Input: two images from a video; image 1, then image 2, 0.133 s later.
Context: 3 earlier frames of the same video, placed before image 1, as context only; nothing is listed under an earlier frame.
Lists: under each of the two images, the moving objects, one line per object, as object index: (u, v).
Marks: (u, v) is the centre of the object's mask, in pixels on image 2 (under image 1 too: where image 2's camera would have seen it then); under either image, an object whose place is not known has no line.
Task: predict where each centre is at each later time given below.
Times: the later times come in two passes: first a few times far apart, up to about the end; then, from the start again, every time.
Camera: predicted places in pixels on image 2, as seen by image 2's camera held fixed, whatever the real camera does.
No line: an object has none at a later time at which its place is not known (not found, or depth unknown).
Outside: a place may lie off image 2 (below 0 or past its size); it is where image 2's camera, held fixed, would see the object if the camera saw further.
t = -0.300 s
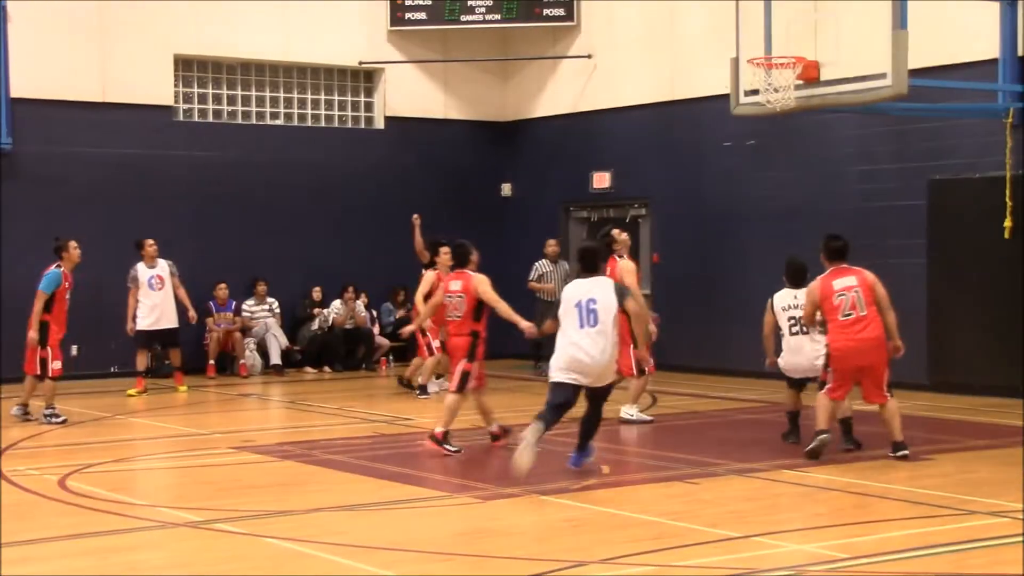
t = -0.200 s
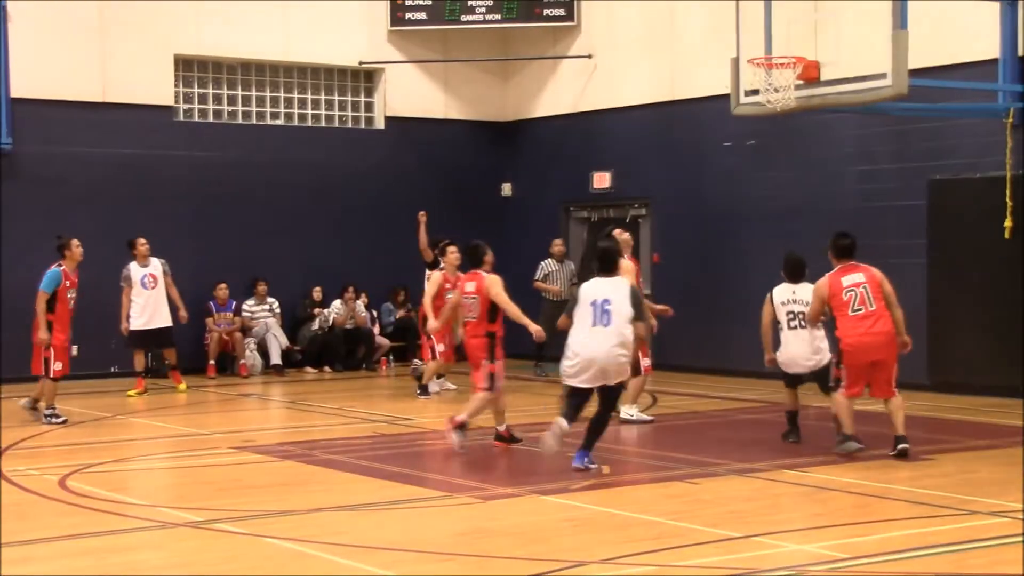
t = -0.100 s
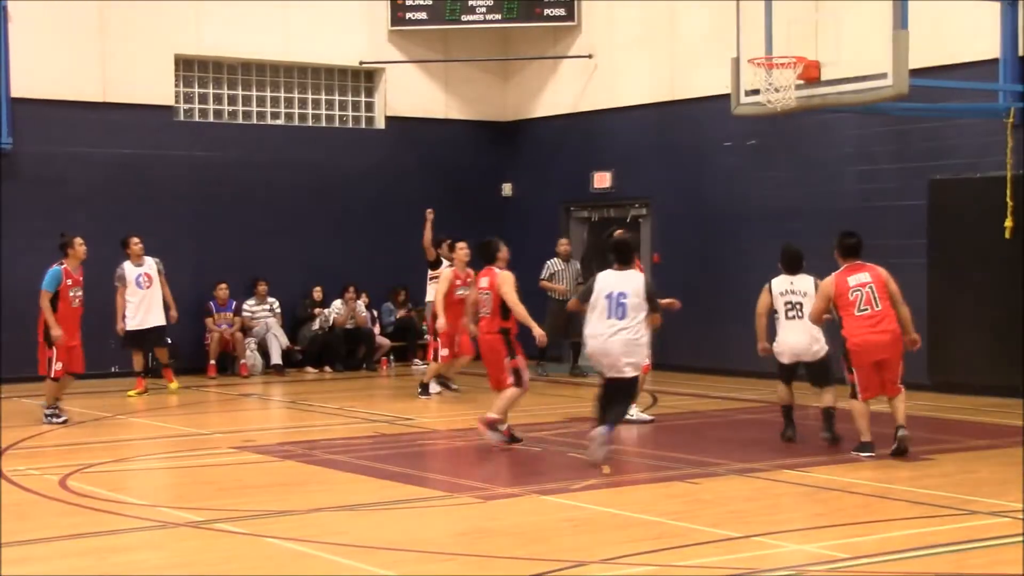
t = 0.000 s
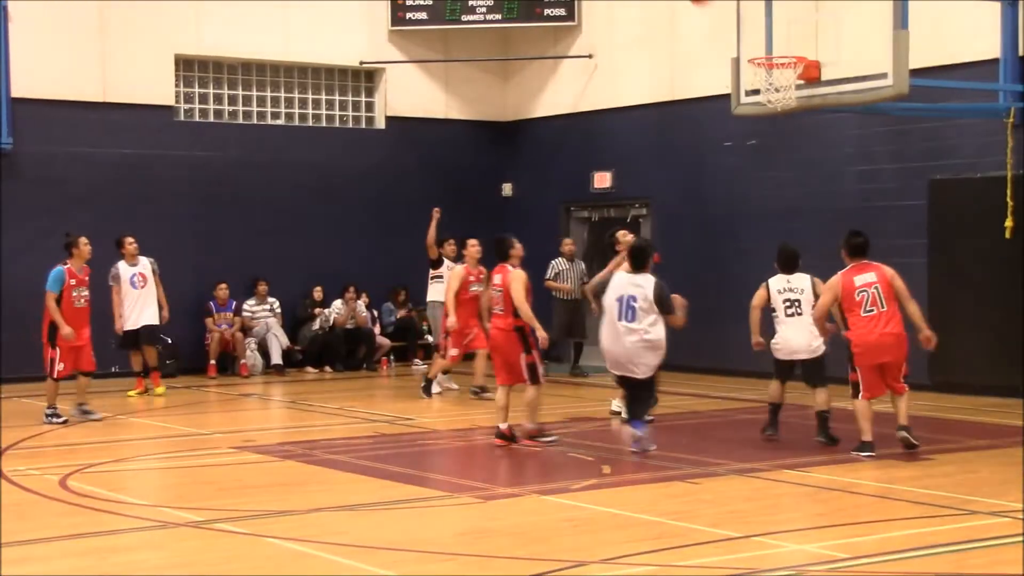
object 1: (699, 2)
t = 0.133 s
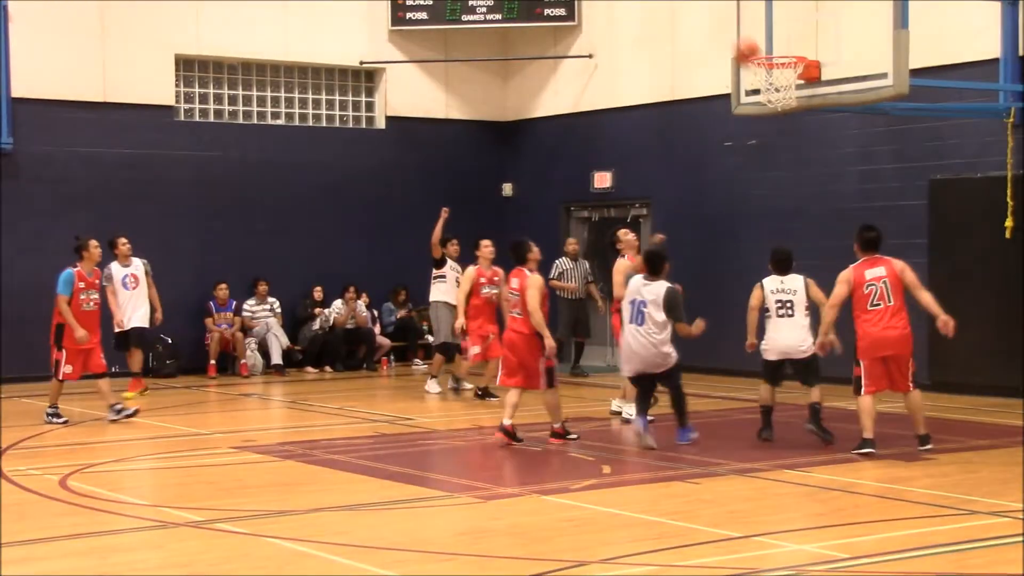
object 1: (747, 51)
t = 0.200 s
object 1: (733, 65)
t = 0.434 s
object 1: (650, 119)
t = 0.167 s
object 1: (743, 62)
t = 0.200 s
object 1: (733, 65)
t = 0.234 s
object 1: (720, 69)
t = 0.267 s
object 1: (708, 75)
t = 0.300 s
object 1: (695, 81)
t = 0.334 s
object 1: (684, 89)
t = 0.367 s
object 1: (671, 100)
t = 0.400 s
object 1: (660, 109)
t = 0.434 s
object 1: (650, 119)
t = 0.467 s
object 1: (639, 129)
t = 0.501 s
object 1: (629, 142)
